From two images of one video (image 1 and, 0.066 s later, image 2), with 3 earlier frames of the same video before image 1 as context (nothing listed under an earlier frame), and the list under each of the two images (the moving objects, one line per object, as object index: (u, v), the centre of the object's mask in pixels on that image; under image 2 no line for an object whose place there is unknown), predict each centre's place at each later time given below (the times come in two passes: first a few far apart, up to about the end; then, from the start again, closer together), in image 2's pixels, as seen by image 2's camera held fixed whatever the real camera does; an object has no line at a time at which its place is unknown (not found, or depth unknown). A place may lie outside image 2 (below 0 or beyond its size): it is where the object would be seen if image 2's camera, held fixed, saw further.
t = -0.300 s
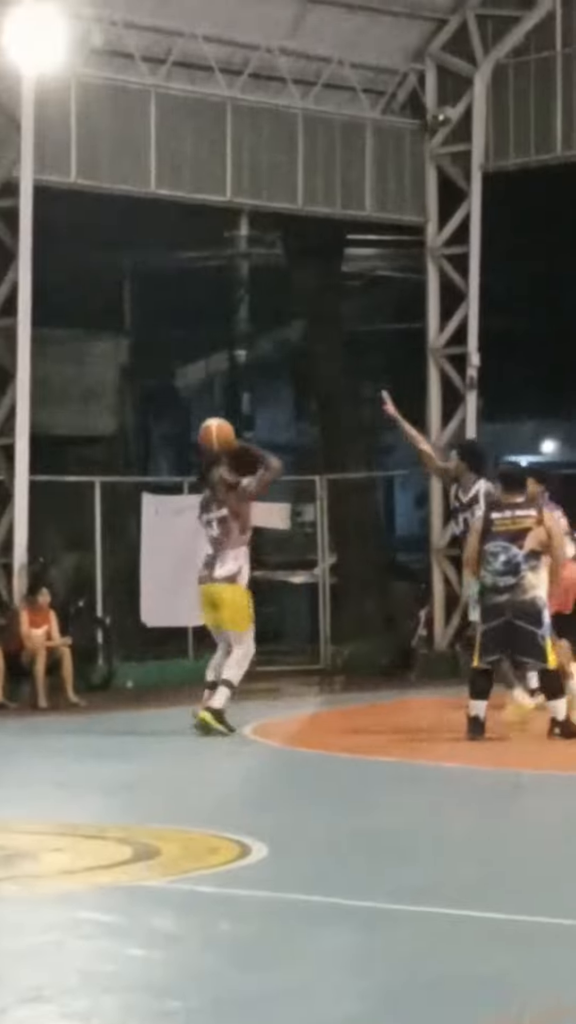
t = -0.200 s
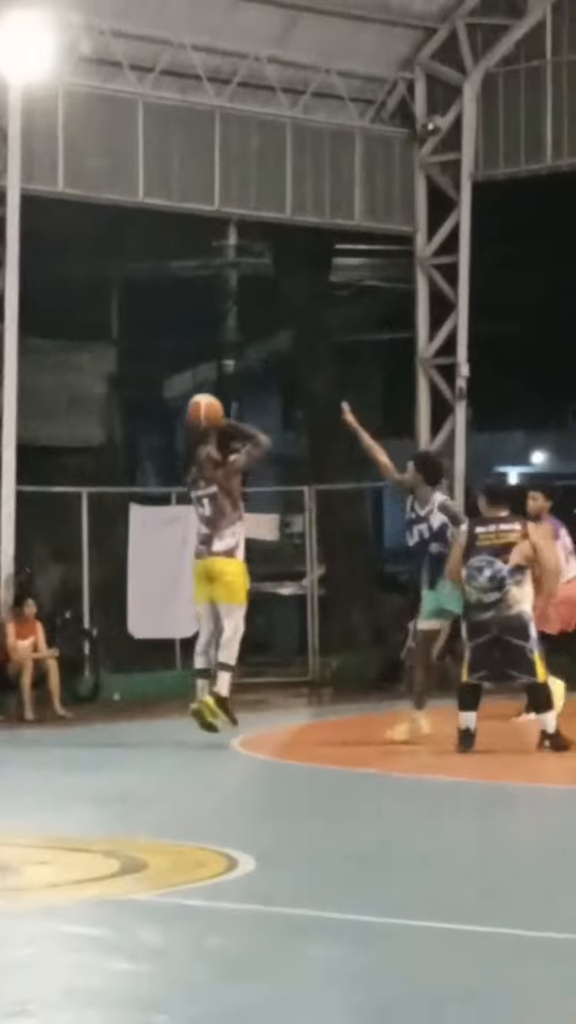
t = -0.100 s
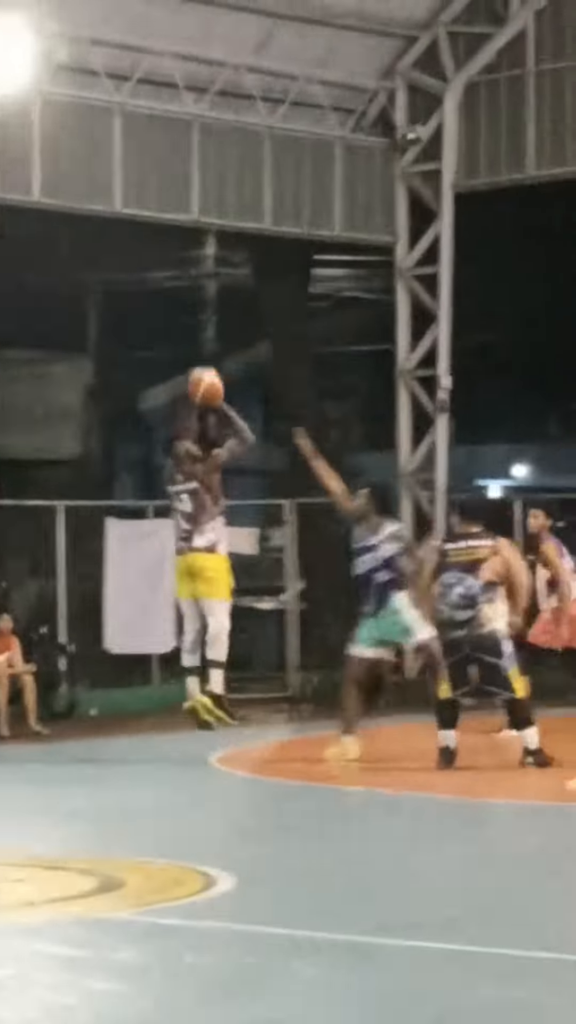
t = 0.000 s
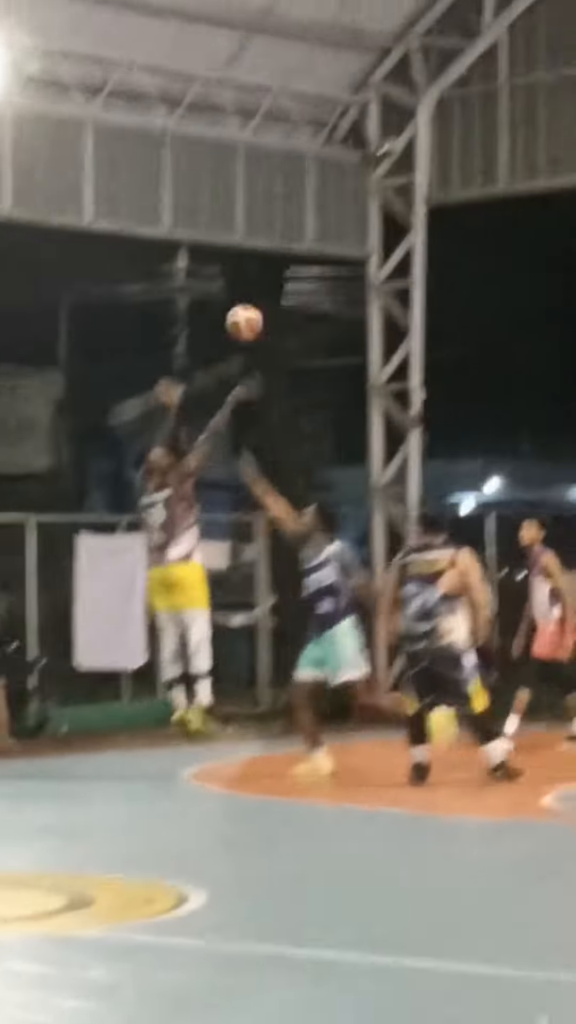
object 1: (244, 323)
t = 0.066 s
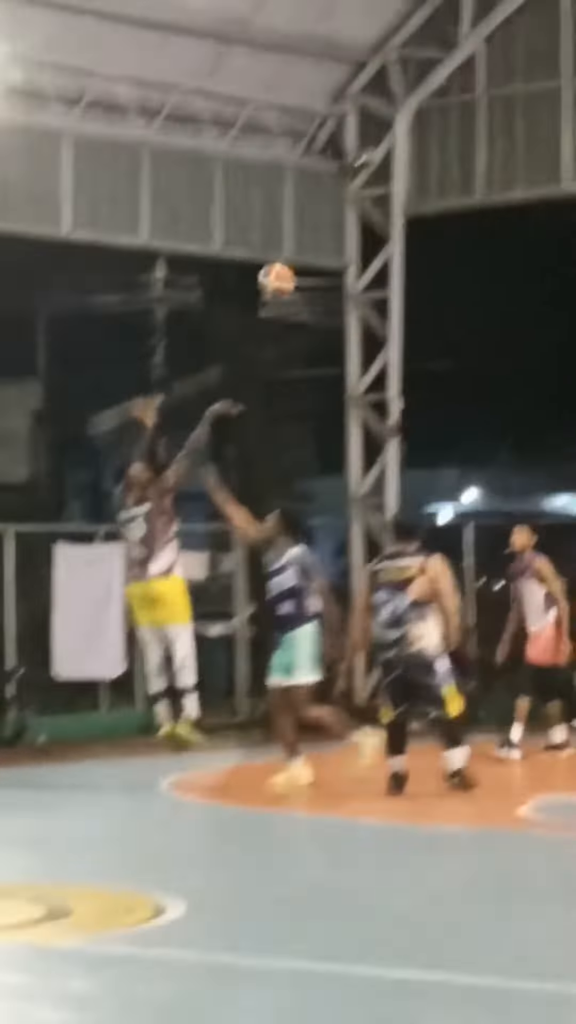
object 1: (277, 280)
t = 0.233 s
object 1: (411, 180)
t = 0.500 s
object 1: (622, 100)
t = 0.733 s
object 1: (811, 112)
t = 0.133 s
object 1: (330, 236)
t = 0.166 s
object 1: (358, 215)
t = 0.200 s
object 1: (383, 196)
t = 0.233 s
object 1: (411, 180)
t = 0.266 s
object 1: (437, 165)
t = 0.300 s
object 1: (464, 151)
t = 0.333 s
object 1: (491, 138)
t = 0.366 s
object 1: (517, 128)
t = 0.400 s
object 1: (544, 120)
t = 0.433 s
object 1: (570, 112)
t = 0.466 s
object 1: (596, 104)
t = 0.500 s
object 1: (622, 100)
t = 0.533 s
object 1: (649, 97)
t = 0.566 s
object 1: (676, 96)
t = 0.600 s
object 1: (703, 97)
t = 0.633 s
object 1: (730, 97)
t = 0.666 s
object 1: (757, 101)
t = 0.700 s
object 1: (783, 106)
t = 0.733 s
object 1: (811, 112)
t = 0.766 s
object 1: (836, 120)
